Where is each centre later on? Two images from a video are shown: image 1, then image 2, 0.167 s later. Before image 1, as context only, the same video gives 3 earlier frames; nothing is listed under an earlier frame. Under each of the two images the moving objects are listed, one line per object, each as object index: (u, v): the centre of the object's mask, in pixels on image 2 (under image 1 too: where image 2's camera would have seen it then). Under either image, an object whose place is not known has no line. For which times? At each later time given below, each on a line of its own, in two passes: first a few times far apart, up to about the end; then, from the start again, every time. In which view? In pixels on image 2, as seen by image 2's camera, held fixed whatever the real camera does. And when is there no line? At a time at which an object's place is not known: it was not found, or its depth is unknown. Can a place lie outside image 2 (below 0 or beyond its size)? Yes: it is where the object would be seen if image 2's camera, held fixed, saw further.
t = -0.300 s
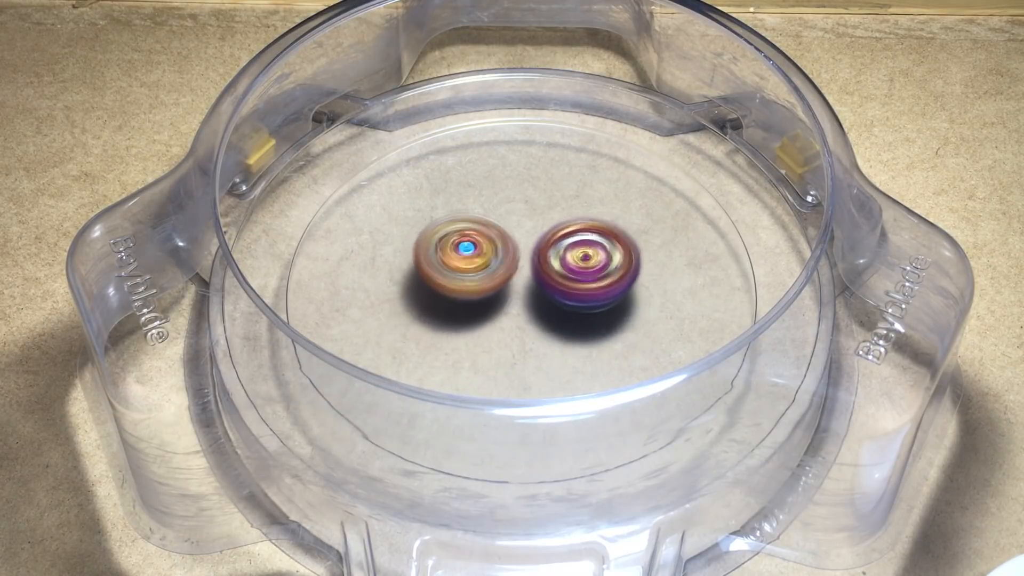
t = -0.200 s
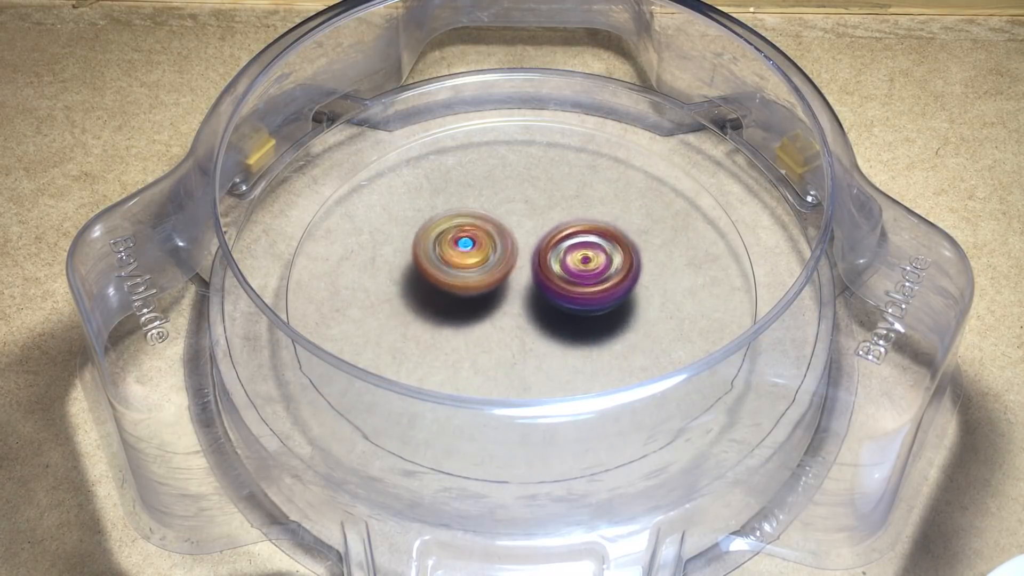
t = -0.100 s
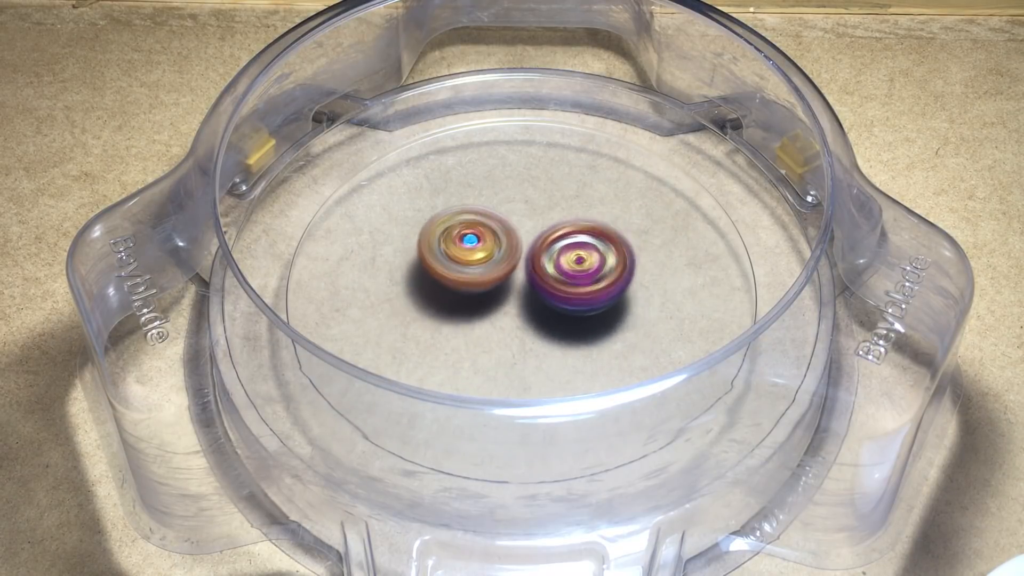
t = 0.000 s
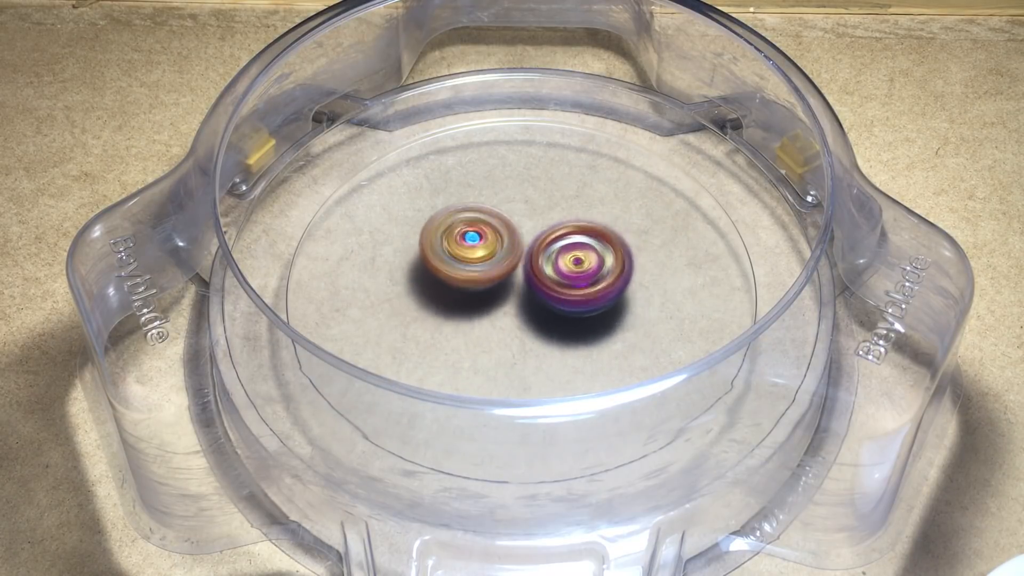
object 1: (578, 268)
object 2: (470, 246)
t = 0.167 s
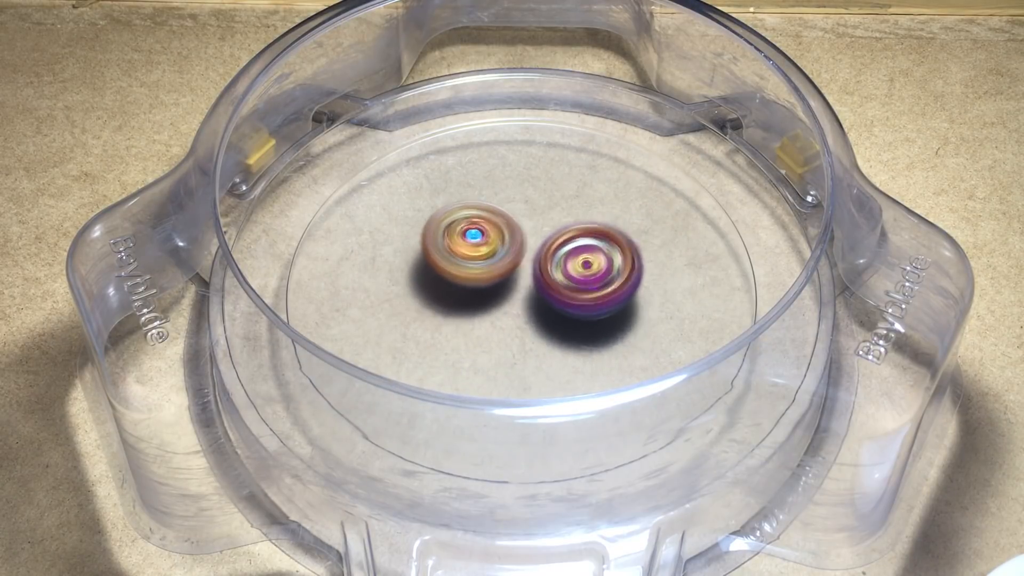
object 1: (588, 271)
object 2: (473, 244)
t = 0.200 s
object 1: (585, 271)
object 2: (476, 244)
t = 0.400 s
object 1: (589, 279)
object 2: (469, 240)
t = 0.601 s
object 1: (644, 302)
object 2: (419, 216)
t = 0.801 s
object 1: (644, 304)
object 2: (414, 195)
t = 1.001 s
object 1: (587, 294)
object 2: (448, 208)
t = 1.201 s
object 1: (597, 319)
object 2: (441, 217)
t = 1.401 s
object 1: (605, 332)
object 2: (445, 218)
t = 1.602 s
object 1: (569, 310)
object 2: (472, 243)
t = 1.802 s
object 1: (627, 347)
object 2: (446, 212)
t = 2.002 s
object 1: (609, 333)
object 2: (474, 213)
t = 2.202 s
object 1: (576, 302)
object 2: (503, 230)
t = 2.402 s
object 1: (582, 309)
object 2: (502, 229)
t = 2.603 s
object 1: (606, 333)
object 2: (479, 202)
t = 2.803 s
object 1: (592, 323)
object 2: (489, 201)
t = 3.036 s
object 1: (565, 301)
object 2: (505, 222)
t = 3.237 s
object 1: (558, 304)
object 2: (497, 231)
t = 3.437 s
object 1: (567, 318)
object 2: (491, 238)
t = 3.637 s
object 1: (571, 322)
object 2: (486, 239)
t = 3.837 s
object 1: (564, 311)
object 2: (492, 244)
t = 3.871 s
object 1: (569, 316)
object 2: (487, 241)
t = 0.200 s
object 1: (585, 271)
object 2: (476, 244)
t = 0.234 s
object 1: (590, 273)
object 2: (472, 243)
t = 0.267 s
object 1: (594, 275)
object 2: (468, 241)
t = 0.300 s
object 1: (596, 277)
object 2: (467, 240)
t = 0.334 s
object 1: (594, 278)
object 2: (467, 240)
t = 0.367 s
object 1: (592, 279)
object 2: (467, 240)
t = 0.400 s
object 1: (589, 279)
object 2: (469, 240)
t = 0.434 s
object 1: (585, 279)
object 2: (471, 241)
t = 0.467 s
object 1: (581, 279)
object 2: (473, 242)
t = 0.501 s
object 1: (580, 280)
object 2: (475, 243)
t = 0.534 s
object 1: (605, 289)
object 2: (447, 232)
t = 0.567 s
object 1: (627, 296)
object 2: (429, 224)
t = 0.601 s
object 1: (644, 302)
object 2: (419, 216)
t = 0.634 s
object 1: (654, 304)
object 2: (411, 208)
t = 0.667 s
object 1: (659, 306)
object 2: (408, 204)
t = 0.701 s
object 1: (659, 306)
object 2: (407, 200)
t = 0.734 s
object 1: (656, 306)
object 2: (409, 198)
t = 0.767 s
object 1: (651, 305)
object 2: (410, 196)
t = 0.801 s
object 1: (644, 304)
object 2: (414, 195)
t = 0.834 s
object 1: (636, 303)
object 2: (418, 195)
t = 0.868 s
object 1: (627, 301)
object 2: (423, 196)
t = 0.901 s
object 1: (617, 299)
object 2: (428, 197)
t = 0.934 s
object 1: (607, 297)
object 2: (434, 200)
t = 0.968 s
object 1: (596, 296)
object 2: (441, 204)
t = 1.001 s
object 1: (587, 294)
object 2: (448, 208)
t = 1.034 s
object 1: (578, 293)
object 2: (455, 214)
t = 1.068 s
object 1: (570, 292)
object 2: (462, 221)
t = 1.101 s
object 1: (563, 291)
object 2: (470, 228)
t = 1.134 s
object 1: (562, 292)
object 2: (474, 233)
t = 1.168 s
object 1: (581, 308)
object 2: (455, 223)
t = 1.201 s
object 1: (597, 319)
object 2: (441, 217)
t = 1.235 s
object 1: (609, 328)
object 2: (436, 214)
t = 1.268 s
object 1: (615, 334)
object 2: (436, 214)
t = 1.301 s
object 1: (615, 335)
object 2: (437, 214)
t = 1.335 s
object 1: (613, 336)
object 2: (439, 214)
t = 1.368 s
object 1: (609, 334)
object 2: (441, 216)
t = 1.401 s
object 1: (605, 332)
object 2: (445, 218)
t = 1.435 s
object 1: (599, 329)
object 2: (449, 222)
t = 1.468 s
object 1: (593, 325)
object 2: (454, 225)
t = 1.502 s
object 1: (587, 321)
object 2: (458, 228)
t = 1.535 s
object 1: (581, 318)
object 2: (463, 233)
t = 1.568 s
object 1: (575, 314)
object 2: (468, 239)
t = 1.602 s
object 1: (569, 310)
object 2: (472, 243)
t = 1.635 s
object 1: (563, 307)
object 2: (478, 248)
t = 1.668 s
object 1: (578, 316)
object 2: (467, 240)
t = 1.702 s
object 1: (597, 330)
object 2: (452, 226)
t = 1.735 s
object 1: (615, 341)
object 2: (444, 219)
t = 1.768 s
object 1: (624, 345)
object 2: (444, 215)
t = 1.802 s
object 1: (627, 347)
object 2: (446, 212)
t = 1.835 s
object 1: (628, 348)
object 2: (449, 210)
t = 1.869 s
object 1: (626, 347)
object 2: (454, 209)
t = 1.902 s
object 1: (624, 345)
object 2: (458, 209)
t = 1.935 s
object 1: (620, 342)
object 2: (463, 209)
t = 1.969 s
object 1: (615, 339)
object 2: (468, 210)
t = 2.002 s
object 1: (609, 333)
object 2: (474, 213)
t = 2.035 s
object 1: (602, 327)
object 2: (480, 216)
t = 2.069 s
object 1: (595, 321)
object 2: (486, 219)
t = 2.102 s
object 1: (589, 314)
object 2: (492, 223)
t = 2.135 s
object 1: (582, 308)
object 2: (497, 226)
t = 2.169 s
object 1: (576, 303)
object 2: (503, 230)
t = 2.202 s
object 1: (576, 302)
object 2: (503, 230)
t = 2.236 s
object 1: (584, 309)
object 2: (497, 225)
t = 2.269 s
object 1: (588, 312)
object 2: (494, 224)
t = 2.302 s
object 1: (588, 314)
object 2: (495, 225)
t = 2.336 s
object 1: (587, 314)
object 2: (497, 226)
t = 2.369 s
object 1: (584, 312)
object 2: (499, 227)
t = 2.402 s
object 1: (582, 309)
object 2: (502, 229)
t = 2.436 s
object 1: (578, 306)
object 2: (505, 231)
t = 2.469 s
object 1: (576, 303)
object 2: (507, 233)
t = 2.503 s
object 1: (581, 307)
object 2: (503, 230)
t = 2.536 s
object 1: (594, 320)
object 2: (489, 217)
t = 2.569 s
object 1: (602, 328)
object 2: (481, 208)
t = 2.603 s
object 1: (606, 333)
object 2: (479, 202)
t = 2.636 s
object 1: (607, 335)
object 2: (479, 199)
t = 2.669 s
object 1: (605, 335)
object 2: (480, 197)
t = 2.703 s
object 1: (603, 333)
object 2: (482, 197)
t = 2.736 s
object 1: (600, 330)
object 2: (484, 198)
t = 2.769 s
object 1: (596, 327)
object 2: (487, 200)
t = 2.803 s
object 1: (592, 323)
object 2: (489, 201)
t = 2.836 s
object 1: (589, 320)
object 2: (492, 203)
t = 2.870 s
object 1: (585, 316)
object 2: (495, 206)
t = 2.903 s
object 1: (581, 313)
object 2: (497, 209)
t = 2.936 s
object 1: (577, 310)
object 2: (499, 212)
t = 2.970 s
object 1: (573, 307)
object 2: (501, 216)
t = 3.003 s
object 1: (569, 304)
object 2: (503, 219)
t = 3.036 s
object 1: (565, 301)
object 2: (505, 222)
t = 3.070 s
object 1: (563, 300)
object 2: (505, 225)
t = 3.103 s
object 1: (564, 305)
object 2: (500, 221)
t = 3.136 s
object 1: (563, 307)
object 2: (496, 221)
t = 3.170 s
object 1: (562, 307)
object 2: (496, 224)
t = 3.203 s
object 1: (560, 306)
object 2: (497, 228)
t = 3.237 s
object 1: (558, 304)
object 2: (497, 231)
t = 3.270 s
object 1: (560, 308)
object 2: (495, 231)
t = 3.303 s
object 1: (565, 315)
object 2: (491, 229)
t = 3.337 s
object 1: (568, 318)
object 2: (489, 231)
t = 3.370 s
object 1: (569, 320)
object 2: (489, 233)
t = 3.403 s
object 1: (569, 320)
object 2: (490, 235)
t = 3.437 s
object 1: (567, 318)
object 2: (491, 238)
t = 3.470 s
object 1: (565, 316)
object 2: (493, 241)
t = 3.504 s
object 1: (564, 314)
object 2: (493, 244)
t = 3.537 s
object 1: (565, 315)
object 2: (491, 244)
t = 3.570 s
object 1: (570, 320)
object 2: (487, 240)
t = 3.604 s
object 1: (571, 322)
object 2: (486, 239)
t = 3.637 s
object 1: (571, 322)
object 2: (486, 239)
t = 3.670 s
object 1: (570, 320)
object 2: (487, 239)
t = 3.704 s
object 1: (568, 317)
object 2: (488, 241)
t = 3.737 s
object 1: (567, 314)
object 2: (490, 242)
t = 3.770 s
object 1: (565, 312)
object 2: (491, 244)
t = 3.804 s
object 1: (565, 311)
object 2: (492, 244)
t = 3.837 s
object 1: (564, 311)
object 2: (492, 244)
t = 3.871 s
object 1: (569, 316)
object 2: (487, 241)
